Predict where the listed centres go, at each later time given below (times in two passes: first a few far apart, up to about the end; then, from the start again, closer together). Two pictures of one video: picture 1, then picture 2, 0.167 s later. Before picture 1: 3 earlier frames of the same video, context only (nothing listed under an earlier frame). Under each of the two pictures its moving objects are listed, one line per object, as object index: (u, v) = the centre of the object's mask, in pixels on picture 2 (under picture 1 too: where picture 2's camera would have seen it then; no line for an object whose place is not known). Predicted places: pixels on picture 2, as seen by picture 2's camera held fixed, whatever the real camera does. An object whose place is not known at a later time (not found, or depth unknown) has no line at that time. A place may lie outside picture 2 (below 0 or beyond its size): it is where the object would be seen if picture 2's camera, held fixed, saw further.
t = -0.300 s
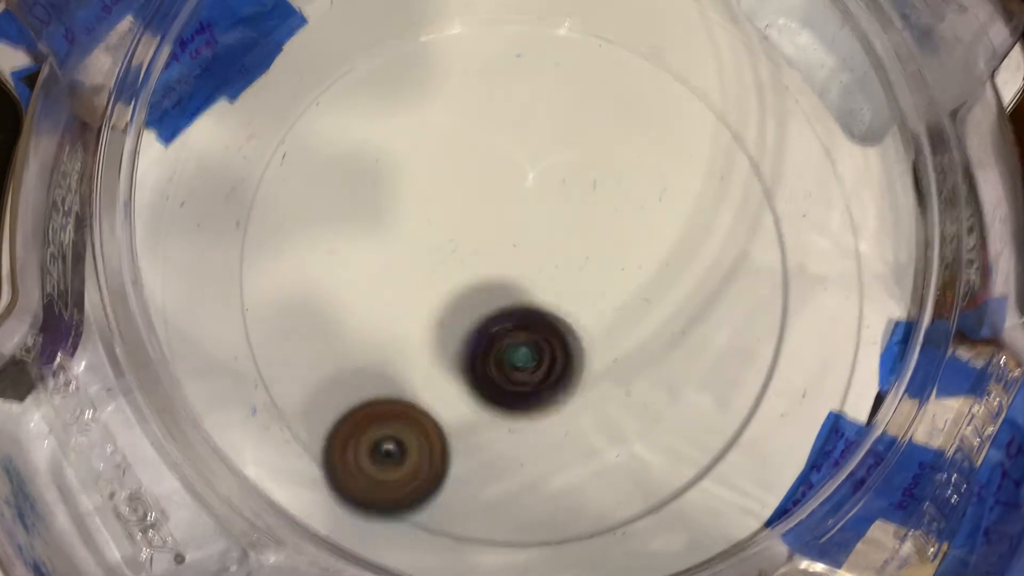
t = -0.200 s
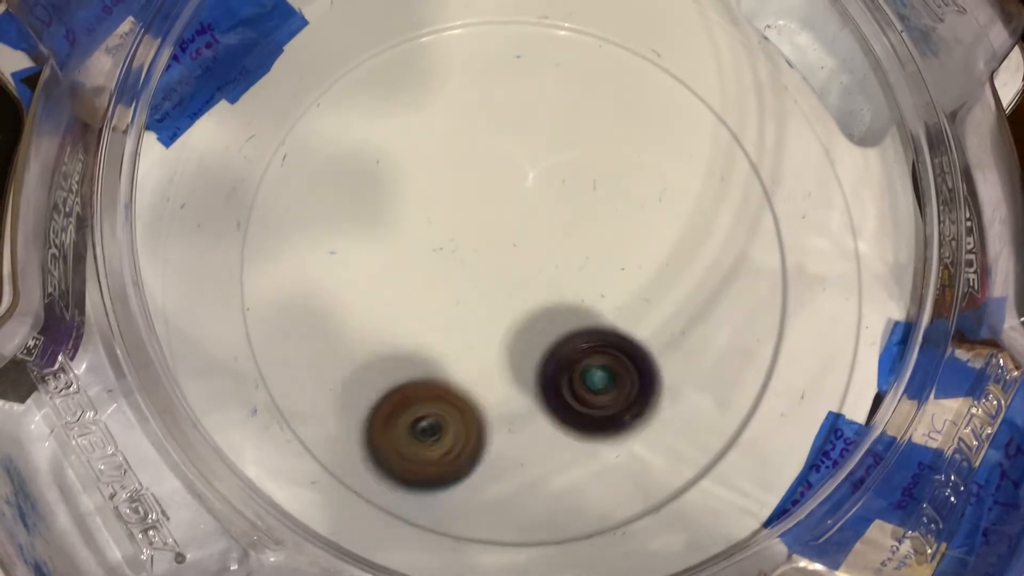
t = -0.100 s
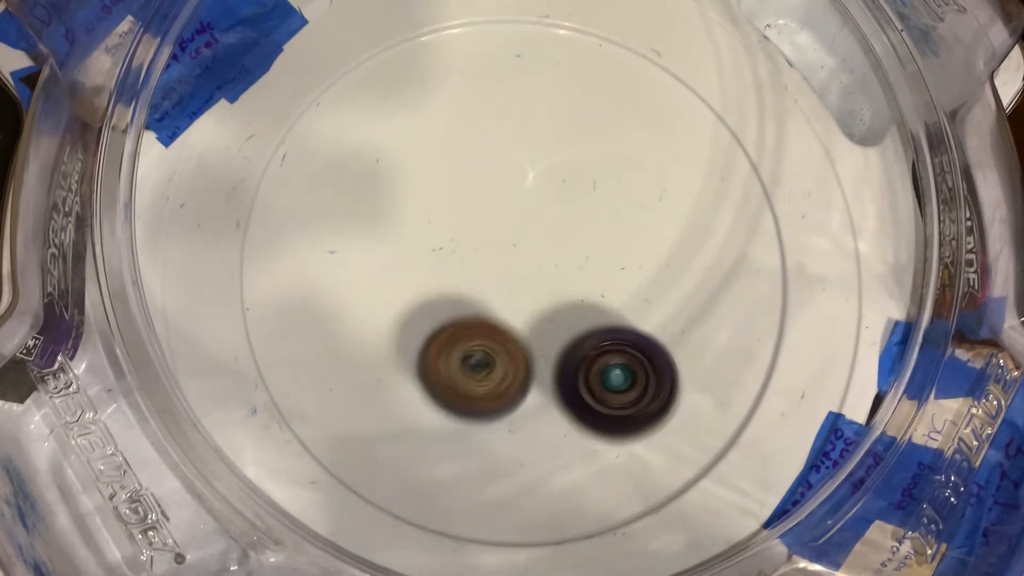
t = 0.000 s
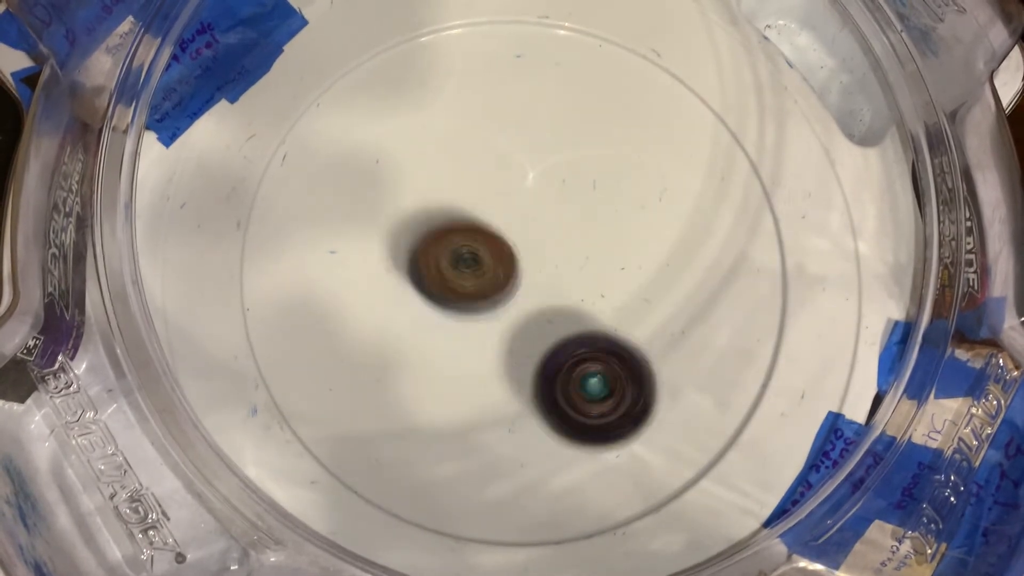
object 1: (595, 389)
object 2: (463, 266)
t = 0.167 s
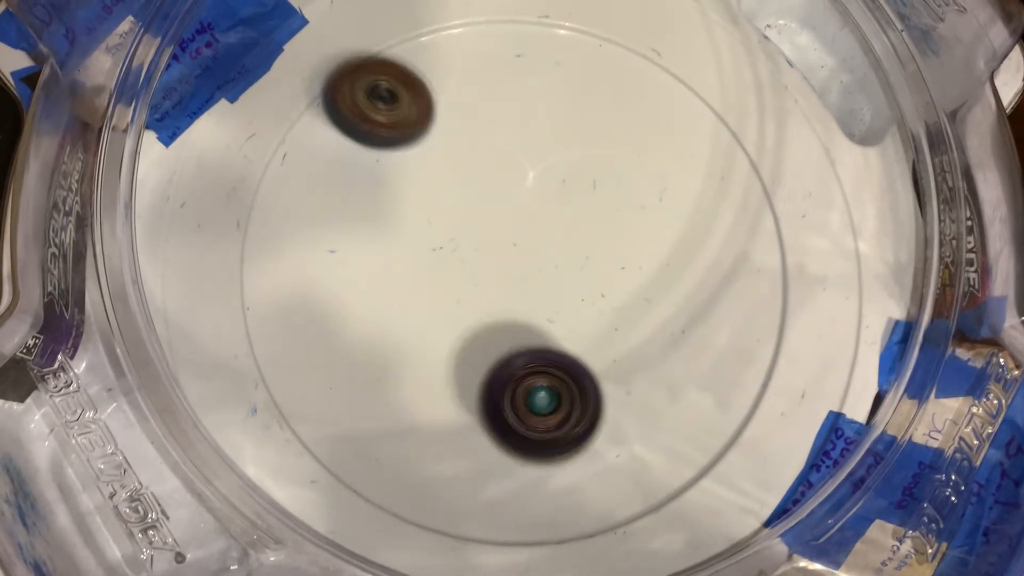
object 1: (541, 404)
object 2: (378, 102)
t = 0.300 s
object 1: (498, 407)
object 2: (342, 77)
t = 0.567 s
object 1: (440, 376)
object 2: (457, 255)
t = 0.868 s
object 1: (490, 394)
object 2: (628, 124)
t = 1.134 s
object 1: (490, 244)
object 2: (589, 102)
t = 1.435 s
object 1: (403, 192)
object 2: (637, 147)
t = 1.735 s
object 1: (470, 262)
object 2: (729, 139)
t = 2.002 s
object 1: (461, 289)
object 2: (726, 192)
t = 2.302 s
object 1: (396, 398)
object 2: (697, 242)
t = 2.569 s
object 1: (300, 403)
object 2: (698, 349)
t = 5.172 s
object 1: (483, 242)
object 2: (715, 226)
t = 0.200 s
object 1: (530, 406)
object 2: (363, 83)
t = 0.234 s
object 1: (519, 406)
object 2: (349, 70)
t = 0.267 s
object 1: (509, 407)
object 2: (339, 64)
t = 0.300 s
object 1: (498, 407)
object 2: (342, 77)
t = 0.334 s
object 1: (488, 405)
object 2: (348, 96)
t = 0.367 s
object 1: (479, 403)
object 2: (356, 118)
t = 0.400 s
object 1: (471, 400)
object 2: (367, 141)
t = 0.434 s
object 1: (464, 395)
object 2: (380, 167)
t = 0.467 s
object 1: (458, 390)
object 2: (396, 193)
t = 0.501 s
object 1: (452, 384)
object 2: (415, 219)
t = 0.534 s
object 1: (447, 376)
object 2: (434, 242)
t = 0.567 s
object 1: (440, 376)
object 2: (457, 255)
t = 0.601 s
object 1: (429, 394)
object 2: (484, 244)
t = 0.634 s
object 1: (425, 408)
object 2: (511, 230)
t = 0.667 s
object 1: (428, 421)
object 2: (534, 215)
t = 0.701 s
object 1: (434, 430)
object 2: (558, 198)
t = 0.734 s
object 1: (444, 434)
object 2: (578, 182)
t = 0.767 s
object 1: (456, 431)
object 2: (595, 166)
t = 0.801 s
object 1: (468, 425)
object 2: (609, 151)
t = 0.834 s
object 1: (480, 412)
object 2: (620, 138)
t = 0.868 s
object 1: (490, 394)
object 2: (628, 124)
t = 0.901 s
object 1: (496, 374)
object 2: (633, 113)
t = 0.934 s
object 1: (501, 353)
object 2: (633, 104)
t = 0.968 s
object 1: (502, 334)
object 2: (630, 97)
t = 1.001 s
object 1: (501, 313)
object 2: (625, 93)
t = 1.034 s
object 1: (500, 293)
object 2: (618, 91)
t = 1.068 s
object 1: (497, 275)
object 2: (609, 91)
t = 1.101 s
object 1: (494, 259)
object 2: (600, 96)
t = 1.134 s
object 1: (490, 244)
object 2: (589, 102)
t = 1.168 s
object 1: (487, 231)
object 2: (578, 110)
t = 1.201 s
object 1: (484, 219)
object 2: (567, 120)
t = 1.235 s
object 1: (478, 209)
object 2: (559, 131)
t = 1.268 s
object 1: (460, 205)
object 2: (567, 133)
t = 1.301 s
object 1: (446, 201)
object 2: (579, 136)
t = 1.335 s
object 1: (435, 199)
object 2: (593, 139)
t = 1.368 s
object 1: (424, 195)
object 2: (607, 141)
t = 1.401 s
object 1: (414, 192)
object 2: (622, 144)
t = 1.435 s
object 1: (403, 192)
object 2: (637, 147)
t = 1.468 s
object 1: (395, 196)
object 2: (651, 149)
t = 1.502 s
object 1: (391, 203)
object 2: (665, 150)
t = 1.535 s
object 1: (390, 214)
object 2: (677, 150)
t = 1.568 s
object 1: (394, 225)
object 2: (688, 150)
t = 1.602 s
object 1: (404, 235)
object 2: (700, 149)
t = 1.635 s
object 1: (418, 245)
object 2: (712, 149)
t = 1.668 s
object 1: (434, 253)
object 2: (723, 146)
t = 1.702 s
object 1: (452, 259)
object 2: (728, 142)
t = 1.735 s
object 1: (470, 262)
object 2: (729, 139)
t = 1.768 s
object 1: (488, 263)
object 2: (722, 138)
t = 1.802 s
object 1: (506, 263)
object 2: (710, 142)
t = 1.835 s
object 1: (524, 261)
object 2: (696, 152)
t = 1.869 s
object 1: (539, 259)
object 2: (680, 164)
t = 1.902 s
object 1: (555, 256)
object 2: (661, 180)
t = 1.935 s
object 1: (533, 263)
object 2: (674, 188)
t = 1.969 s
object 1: (494, 276)
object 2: (700, 189)
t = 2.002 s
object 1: (461, 289)
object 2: (726, 192)
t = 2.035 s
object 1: (434, 301)
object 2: (745, 195)
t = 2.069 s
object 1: (415, 313)
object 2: (759, 197)
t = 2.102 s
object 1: (404, 326)
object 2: (761, 200)
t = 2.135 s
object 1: (398, 339)
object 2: (756, 204)
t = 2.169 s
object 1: (394, 351)
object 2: (749, 209)
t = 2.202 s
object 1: (392, 364)
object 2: (740, 214)
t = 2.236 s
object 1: (392, 376)
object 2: (729, 221)
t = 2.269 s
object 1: (393, 387)
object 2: (713, 232)
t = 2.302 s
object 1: (396, 398)
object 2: (697, 242)
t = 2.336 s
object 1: (401, 409)
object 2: (676, 254)
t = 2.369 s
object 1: (410, 418)
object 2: (652, 268)
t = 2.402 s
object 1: (423, 425)
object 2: (626, 283)
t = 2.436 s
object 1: (439, 424)
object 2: (601, 303)
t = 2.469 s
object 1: (455, 419)
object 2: (576, 327)
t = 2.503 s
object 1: (435, 415)
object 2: (577, 347)
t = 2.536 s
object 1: (359, 424)
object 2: (644, 347)
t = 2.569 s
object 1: (300, 403)
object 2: (698, 349)
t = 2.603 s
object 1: (262, 373)
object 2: (744, 344)
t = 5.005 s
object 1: (463, 247)
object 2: (641, 232)
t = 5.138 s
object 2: (710, 227)
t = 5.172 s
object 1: (483, 242)
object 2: (715, 226)
